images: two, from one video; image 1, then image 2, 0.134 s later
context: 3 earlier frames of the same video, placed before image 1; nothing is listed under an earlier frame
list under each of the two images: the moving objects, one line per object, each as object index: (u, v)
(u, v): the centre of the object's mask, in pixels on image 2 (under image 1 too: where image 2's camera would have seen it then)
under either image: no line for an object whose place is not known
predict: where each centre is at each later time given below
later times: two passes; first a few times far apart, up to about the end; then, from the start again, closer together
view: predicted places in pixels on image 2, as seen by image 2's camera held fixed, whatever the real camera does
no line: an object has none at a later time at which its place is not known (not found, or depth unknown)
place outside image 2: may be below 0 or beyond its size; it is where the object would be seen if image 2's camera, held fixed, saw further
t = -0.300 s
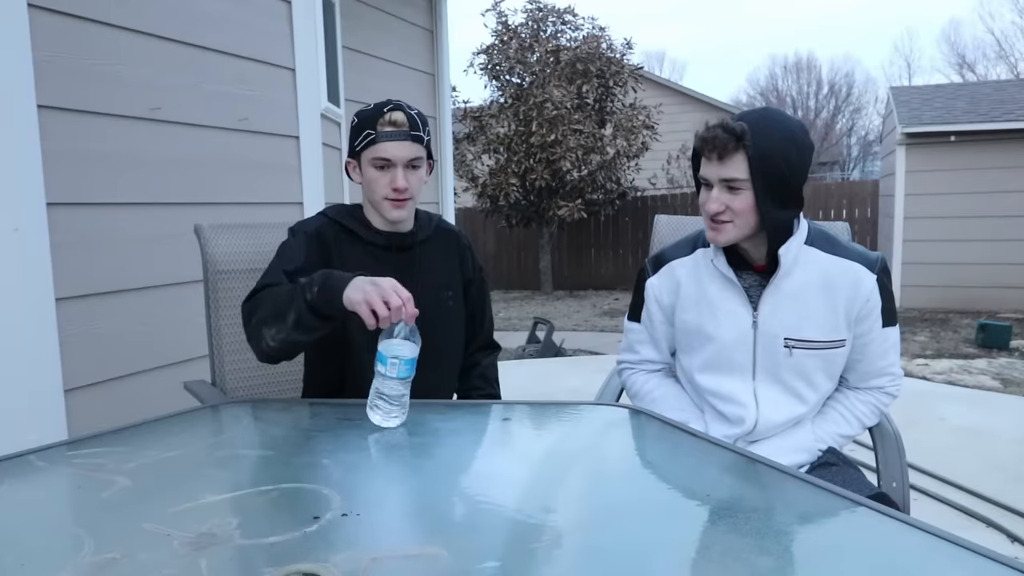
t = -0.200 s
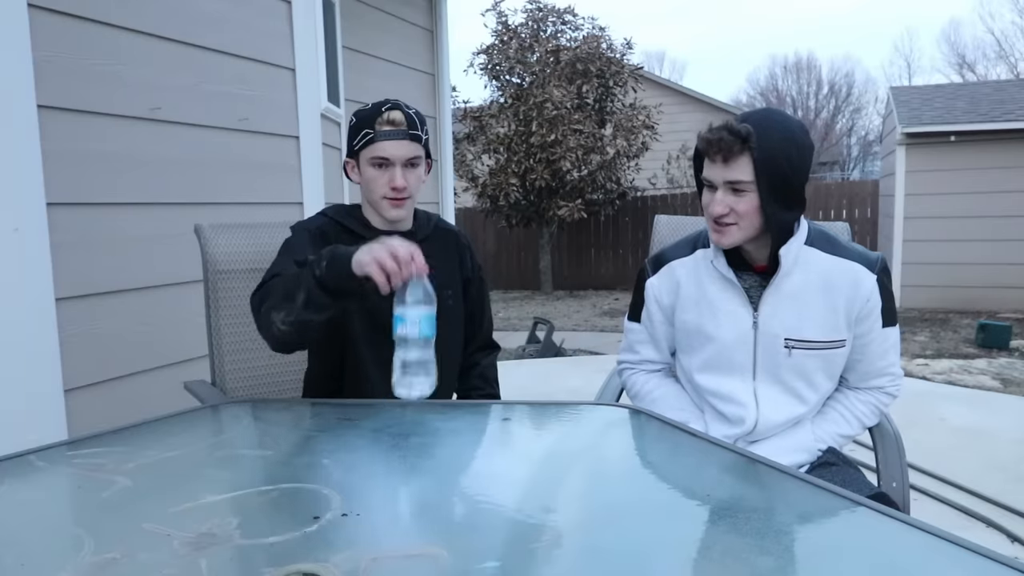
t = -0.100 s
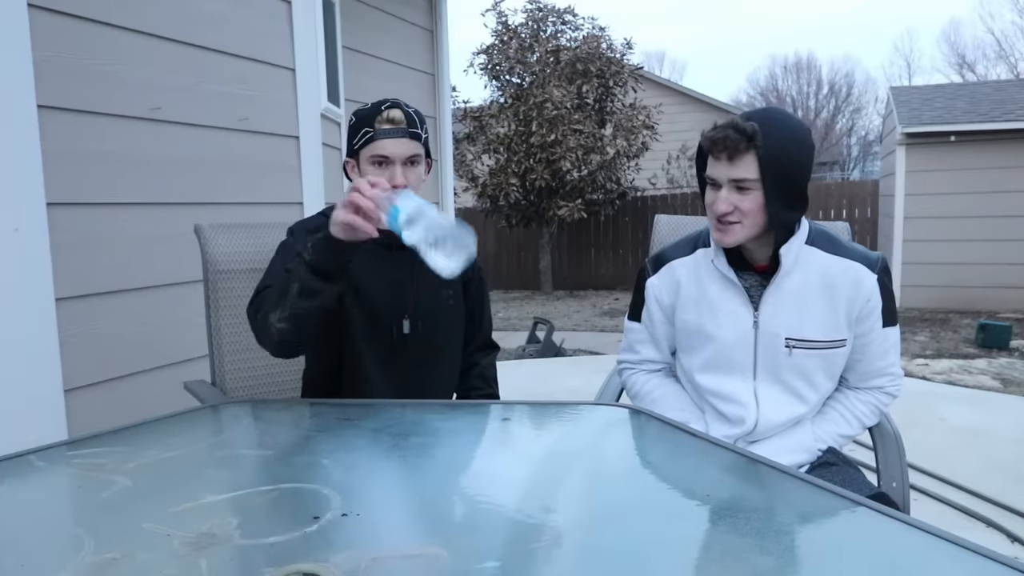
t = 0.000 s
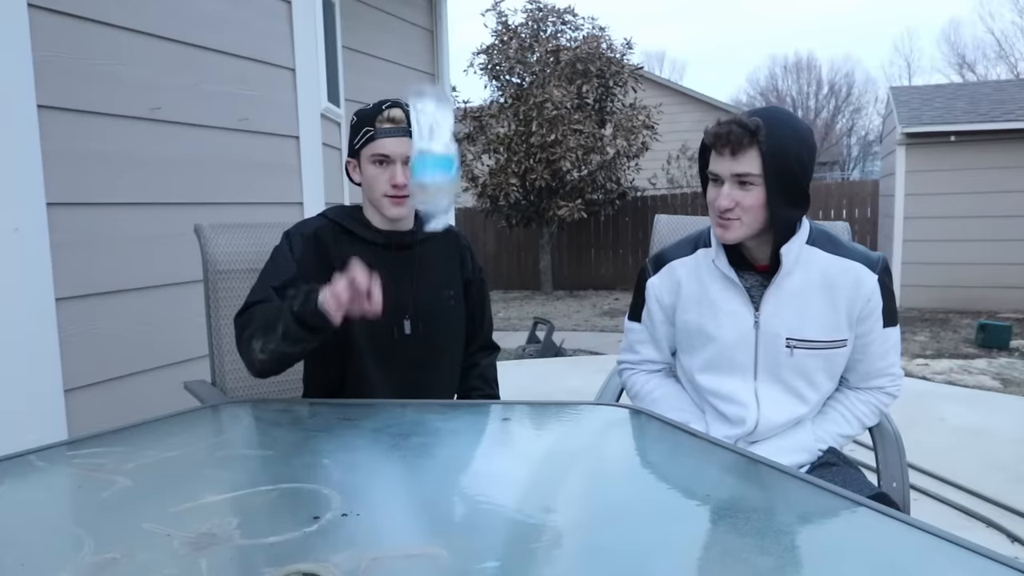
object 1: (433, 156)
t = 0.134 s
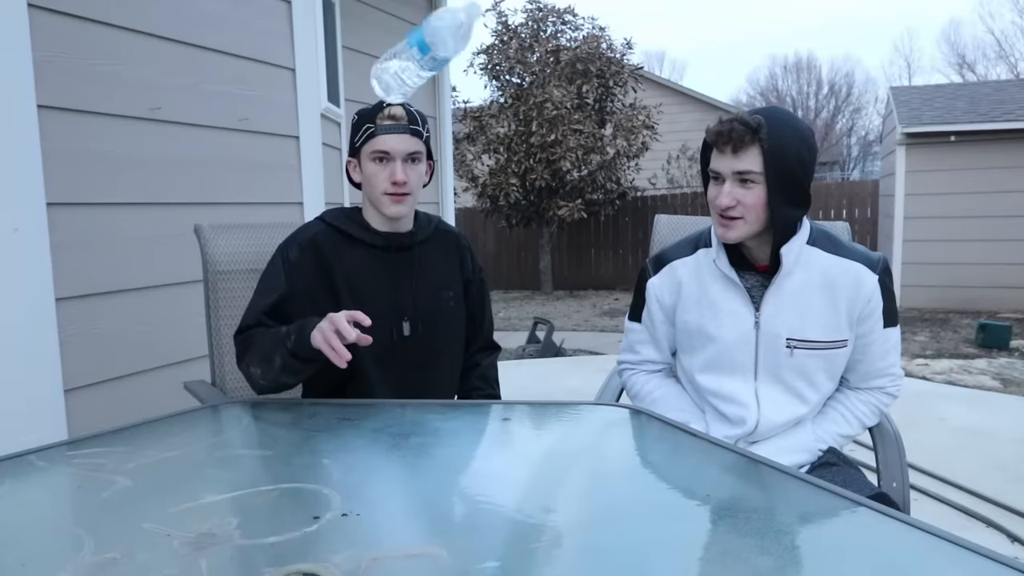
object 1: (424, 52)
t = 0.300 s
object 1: (396, 155)
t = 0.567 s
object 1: (362, 411)
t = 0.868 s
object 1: (363, 411)
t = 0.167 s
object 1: (416, 57)
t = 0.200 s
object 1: (410, 68)
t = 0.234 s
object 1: (406, 86)
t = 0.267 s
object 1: (401, 115)
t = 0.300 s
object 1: (396, 155)
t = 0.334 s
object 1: (392, 202)
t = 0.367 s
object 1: (387, 253)
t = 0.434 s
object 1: (382, 378)
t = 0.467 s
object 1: (371, 402)
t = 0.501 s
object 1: (369, 412)
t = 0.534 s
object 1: (365, 411)
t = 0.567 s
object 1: (362, 411)
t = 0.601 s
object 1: (361, 411)
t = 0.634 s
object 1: (361, 411)
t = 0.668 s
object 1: (361, 411)
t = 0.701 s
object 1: (363, 411)
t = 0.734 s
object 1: (364, 410)
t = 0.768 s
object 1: (364, 410)
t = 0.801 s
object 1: (364, 410)
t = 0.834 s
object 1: (363, 411)
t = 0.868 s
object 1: (363, 411)
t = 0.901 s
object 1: (363, 410)
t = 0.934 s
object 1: (364, 410)
